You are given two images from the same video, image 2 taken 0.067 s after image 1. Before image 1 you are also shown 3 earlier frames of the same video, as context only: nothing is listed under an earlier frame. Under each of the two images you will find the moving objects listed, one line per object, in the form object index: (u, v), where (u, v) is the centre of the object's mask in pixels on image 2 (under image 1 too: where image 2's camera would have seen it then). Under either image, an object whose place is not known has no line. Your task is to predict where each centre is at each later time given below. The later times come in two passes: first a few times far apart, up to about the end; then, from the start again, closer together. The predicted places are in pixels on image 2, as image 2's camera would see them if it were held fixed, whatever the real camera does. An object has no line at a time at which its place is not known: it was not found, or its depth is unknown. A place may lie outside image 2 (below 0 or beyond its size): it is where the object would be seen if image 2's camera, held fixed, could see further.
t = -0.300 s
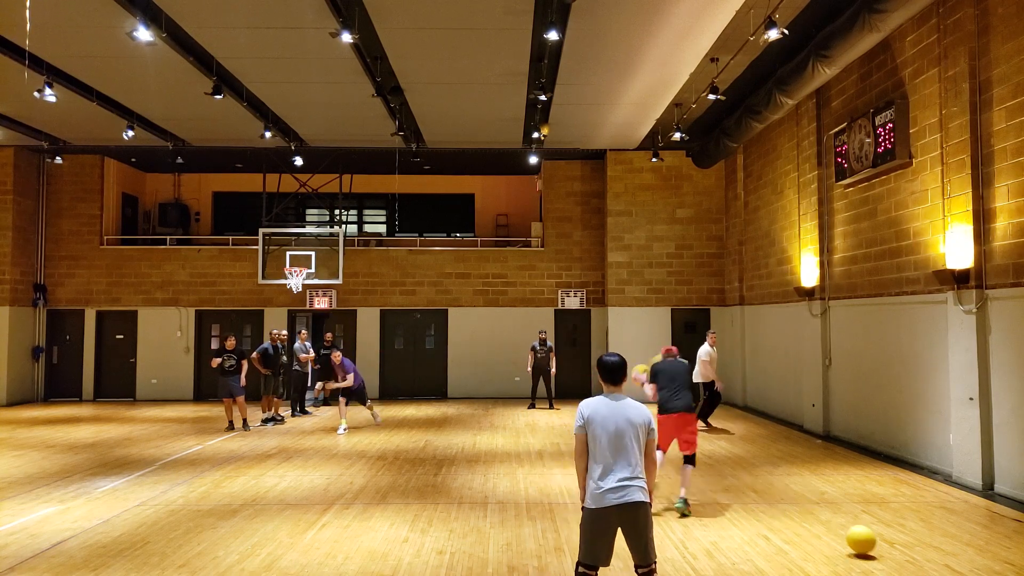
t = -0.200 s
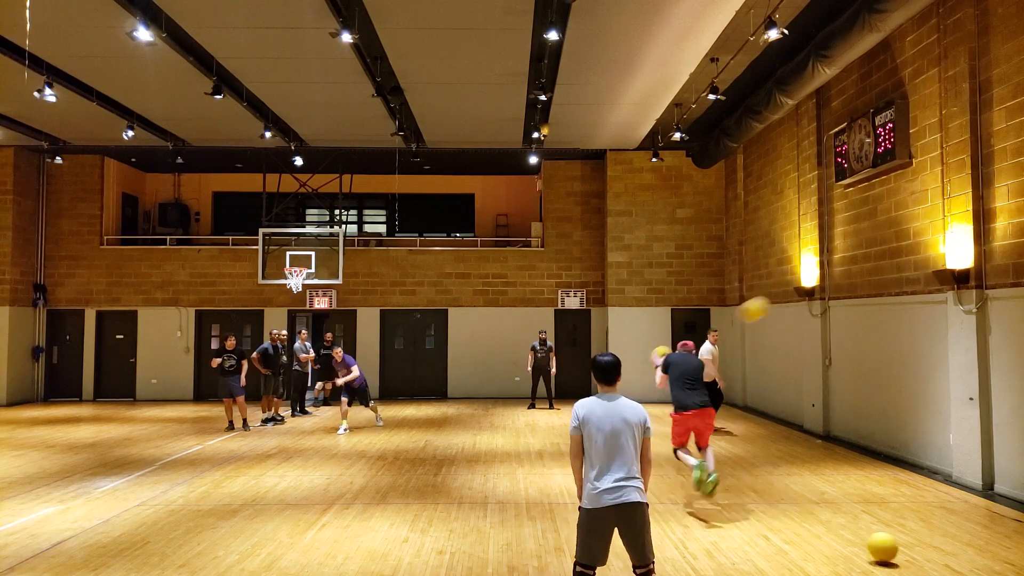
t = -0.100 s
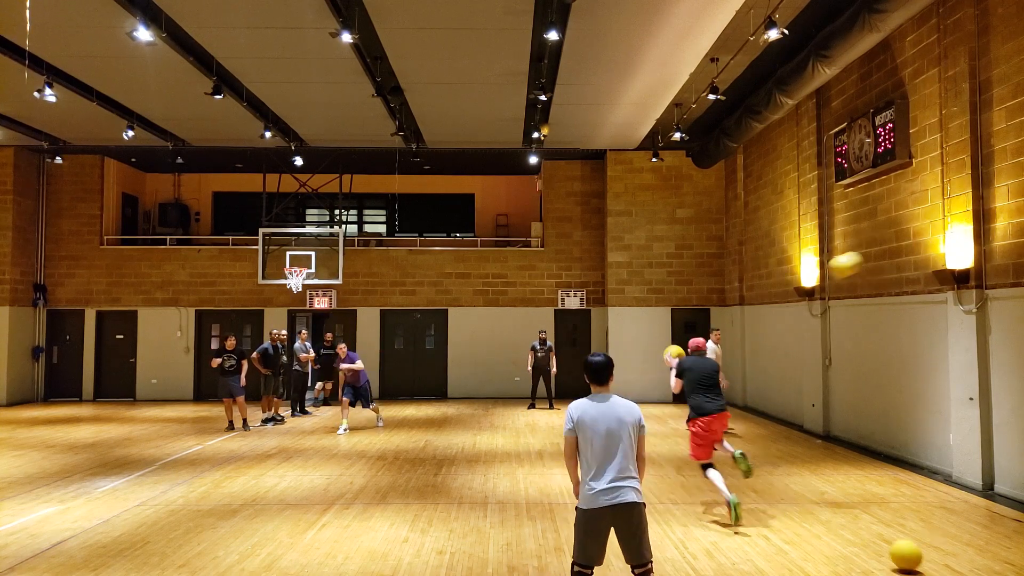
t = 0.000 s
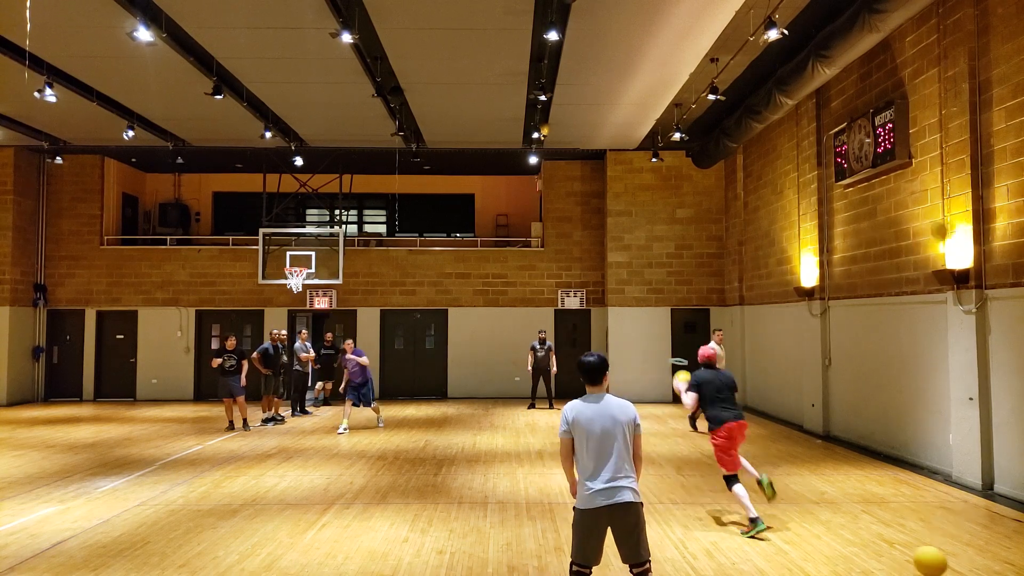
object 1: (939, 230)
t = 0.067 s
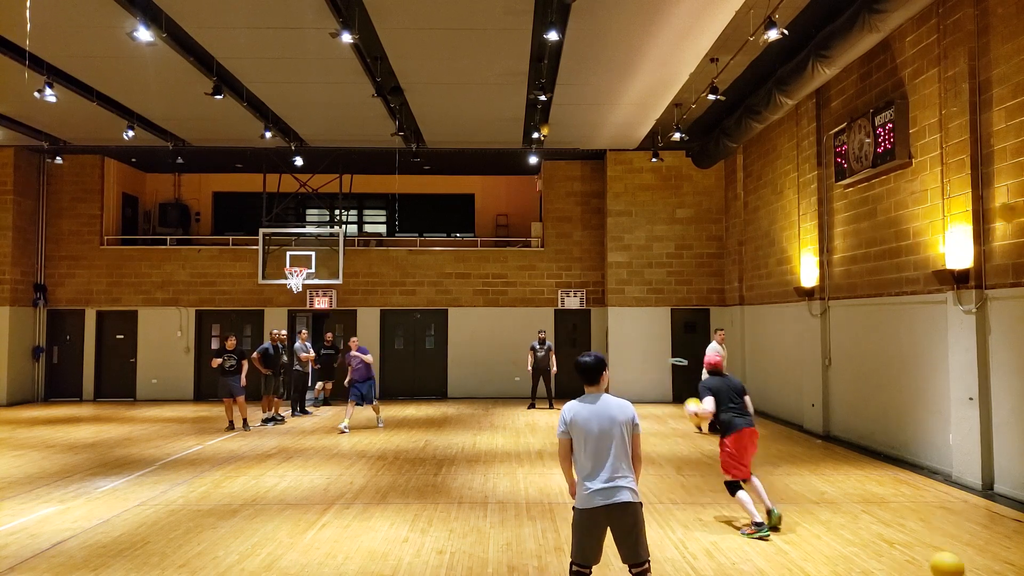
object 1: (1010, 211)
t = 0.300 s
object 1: (1006, 164)
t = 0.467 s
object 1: (907, 151)
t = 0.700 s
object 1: (776, 183)
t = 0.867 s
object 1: (681, 240)
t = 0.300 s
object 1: (1006, 164)
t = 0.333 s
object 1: (986, 157)
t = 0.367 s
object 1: (968, 154)
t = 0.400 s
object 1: (946, 152)
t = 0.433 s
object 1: (926, 151)
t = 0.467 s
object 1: (907, 151)
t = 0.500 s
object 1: (889, 152)
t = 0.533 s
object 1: (870, 154)
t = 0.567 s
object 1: (852, 158)
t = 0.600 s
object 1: (833, 162)
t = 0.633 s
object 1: (814, 168)
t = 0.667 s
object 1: (796, 175)
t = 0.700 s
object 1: (776, 183)
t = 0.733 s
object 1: (757, 192)
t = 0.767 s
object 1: (738, 202)
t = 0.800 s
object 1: (719, 213)
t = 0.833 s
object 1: (700, 226)
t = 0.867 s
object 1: (681, 240)
